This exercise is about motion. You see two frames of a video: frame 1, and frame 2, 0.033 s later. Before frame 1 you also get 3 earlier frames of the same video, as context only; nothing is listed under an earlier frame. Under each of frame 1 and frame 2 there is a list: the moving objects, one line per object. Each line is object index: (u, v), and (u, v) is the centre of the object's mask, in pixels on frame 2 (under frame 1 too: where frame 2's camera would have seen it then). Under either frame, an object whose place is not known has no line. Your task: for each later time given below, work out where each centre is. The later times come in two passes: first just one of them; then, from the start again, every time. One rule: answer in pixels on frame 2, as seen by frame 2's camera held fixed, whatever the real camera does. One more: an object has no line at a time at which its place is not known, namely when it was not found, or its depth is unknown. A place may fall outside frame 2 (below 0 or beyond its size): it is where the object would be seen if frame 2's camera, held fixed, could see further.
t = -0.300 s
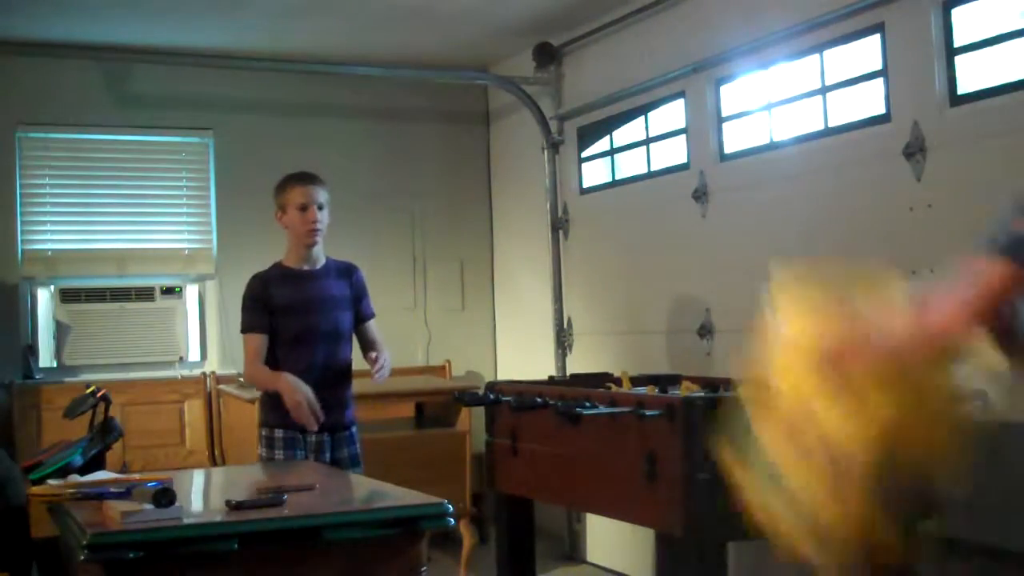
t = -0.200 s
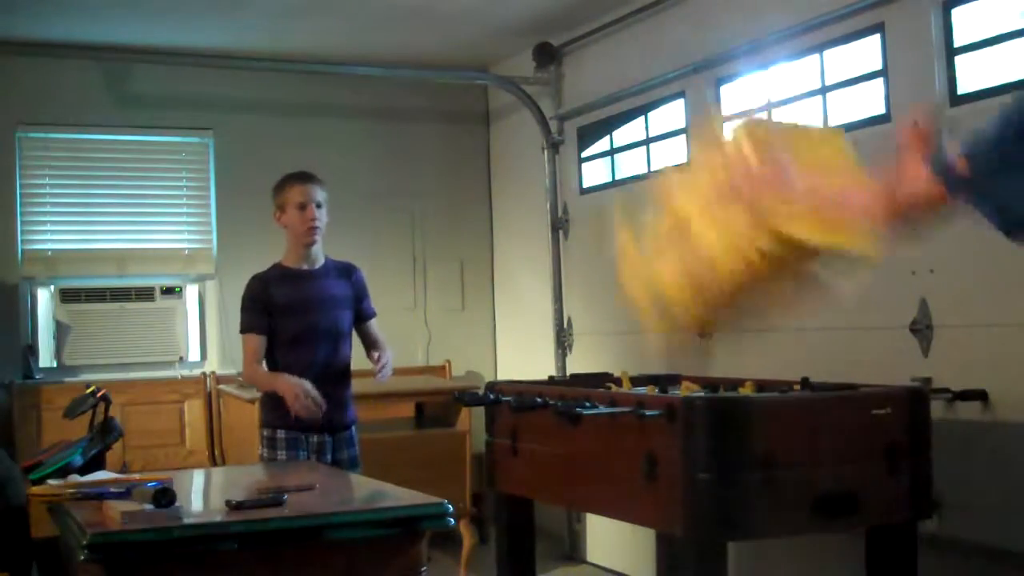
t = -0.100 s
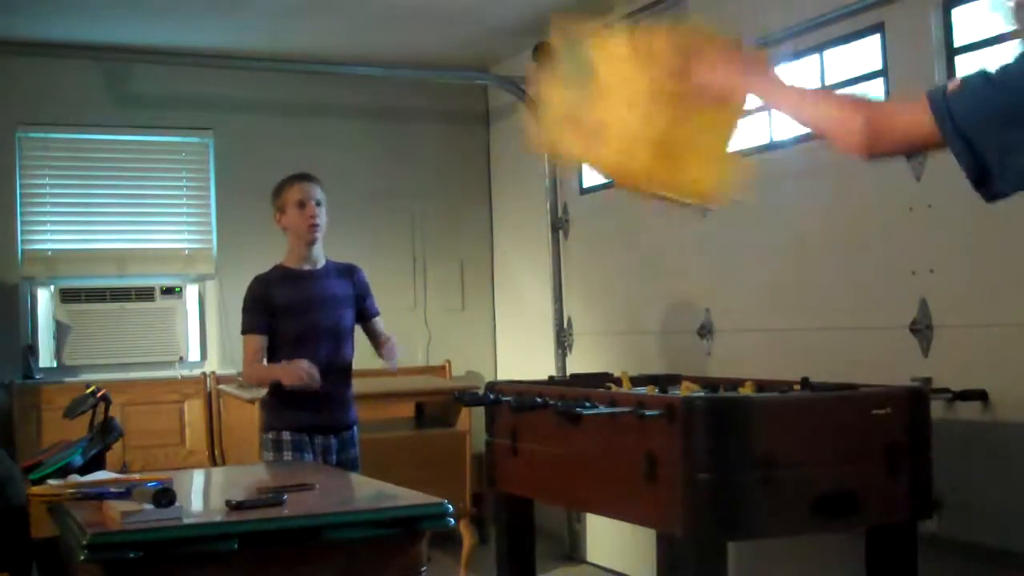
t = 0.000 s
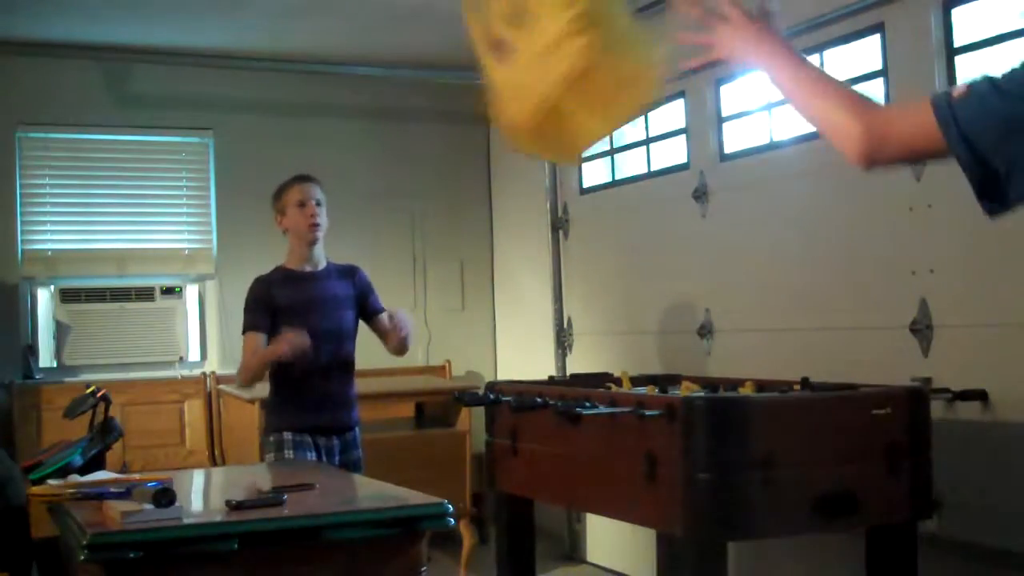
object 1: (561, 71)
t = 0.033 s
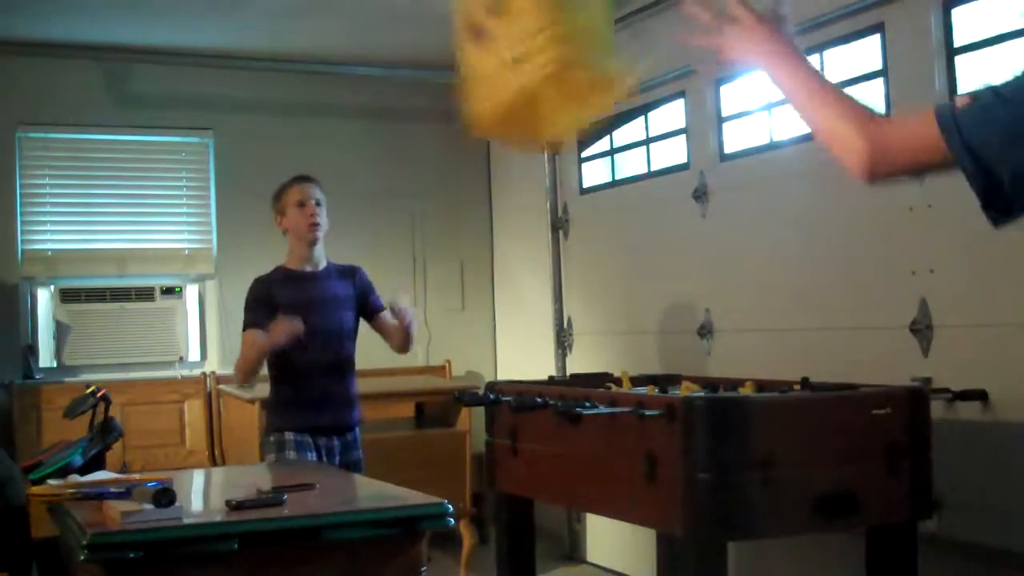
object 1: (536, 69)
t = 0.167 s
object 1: (453, 71)
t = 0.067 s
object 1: (514, 63)
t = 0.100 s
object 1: (491, 62)
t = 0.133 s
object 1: (472, 61)
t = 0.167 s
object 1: (453, 71)
